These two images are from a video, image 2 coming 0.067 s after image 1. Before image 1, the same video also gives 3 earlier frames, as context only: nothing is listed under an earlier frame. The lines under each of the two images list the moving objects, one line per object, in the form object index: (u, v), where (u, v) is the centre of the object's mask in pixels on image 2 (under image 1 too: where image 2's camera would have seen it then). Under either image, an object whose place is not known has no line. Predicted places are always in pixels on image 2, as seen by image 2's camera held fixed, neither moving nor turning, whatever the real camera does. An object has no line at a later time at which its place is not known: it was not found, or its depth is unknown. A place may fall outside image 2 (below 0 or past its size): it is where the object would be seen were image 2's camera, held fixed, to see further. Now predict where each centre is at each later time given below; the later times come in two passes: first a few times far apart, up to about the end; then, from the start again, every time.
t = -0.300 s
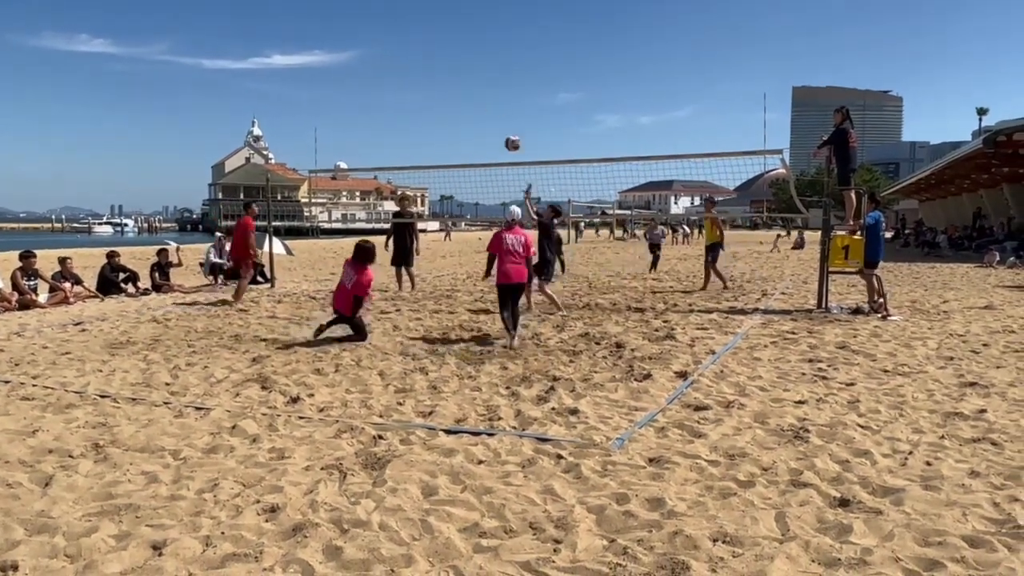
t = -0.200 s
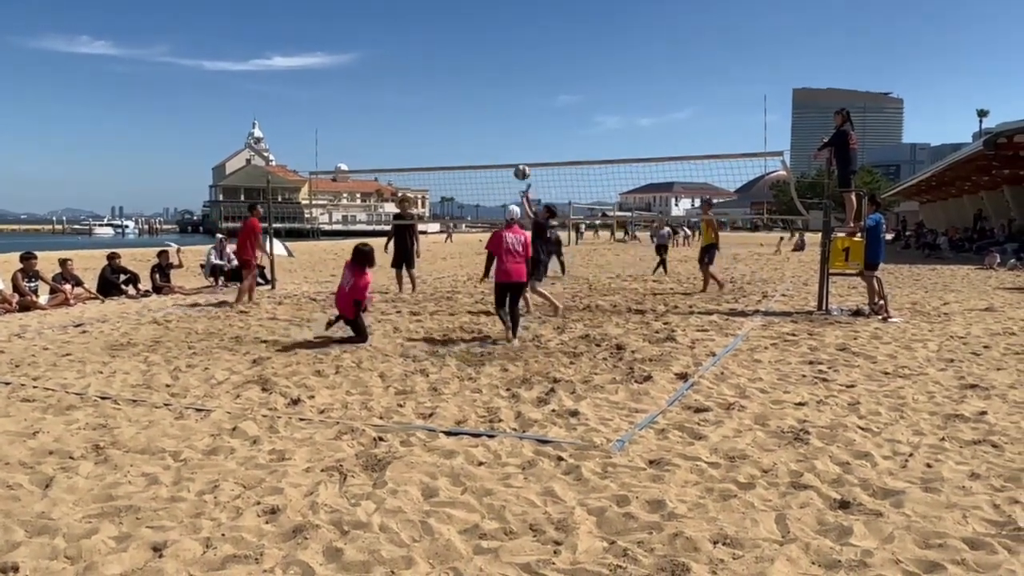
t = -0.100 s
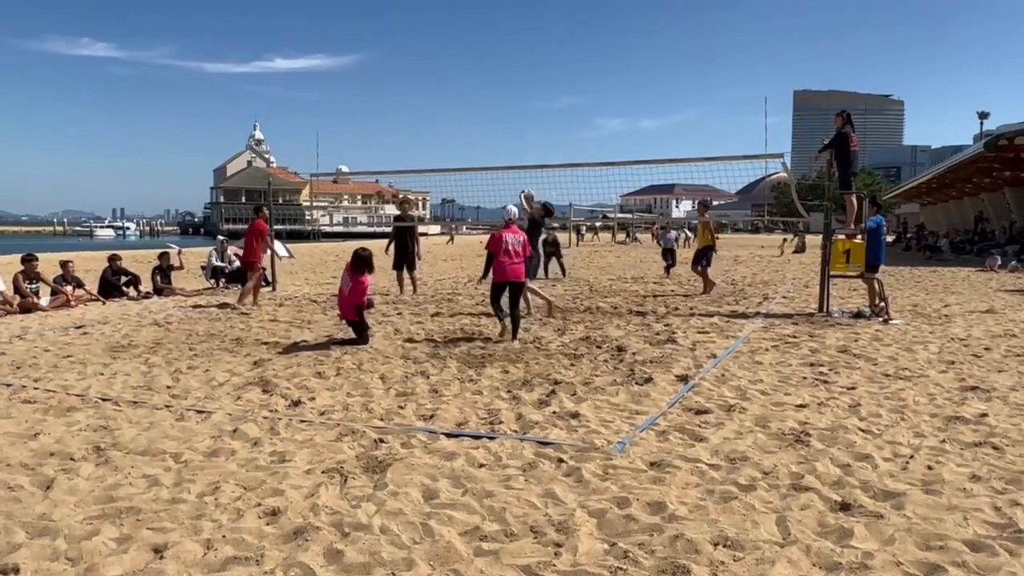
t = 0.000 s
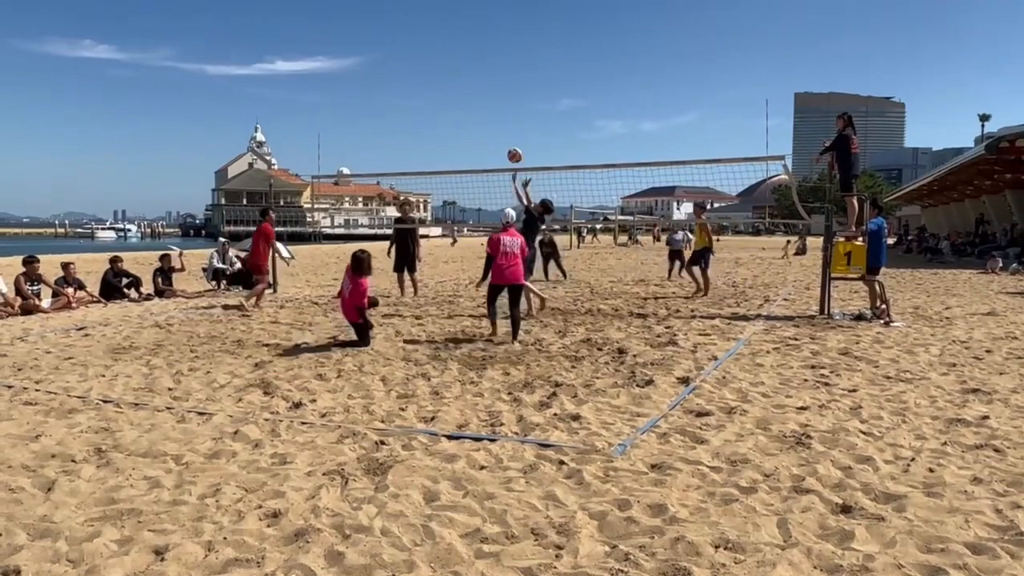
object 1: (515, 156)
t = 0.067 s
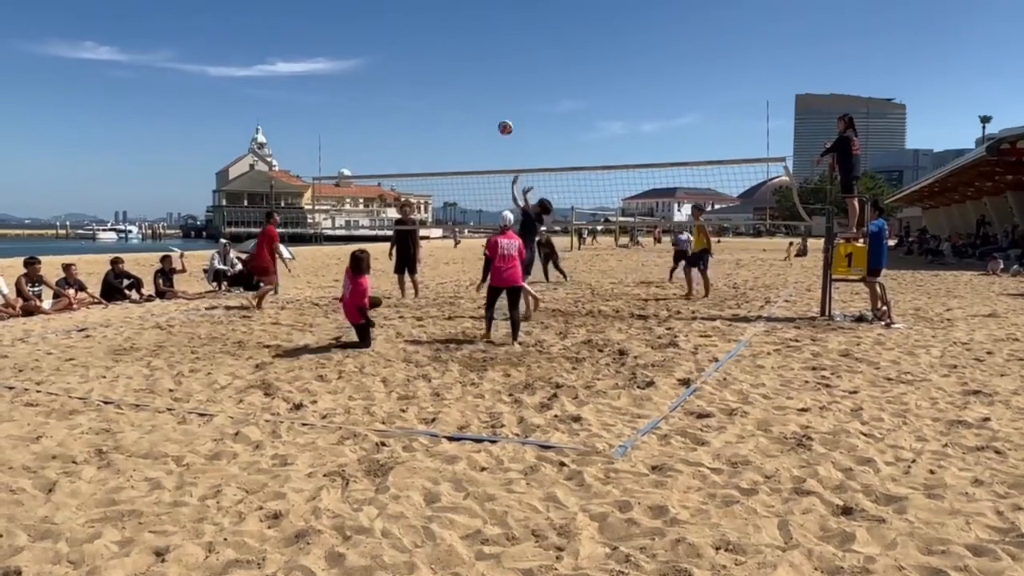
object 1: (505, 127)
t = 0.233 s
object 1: (481, 70)
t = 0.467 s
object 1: (452, 26)
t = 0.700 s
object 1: (423, 19)
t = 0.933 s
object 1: (397, 48)
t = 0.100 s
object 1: (500, 114)
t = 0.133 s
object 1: (495, 102)
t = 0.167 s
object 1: (491, 90)
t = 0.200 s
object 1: (486, 80)
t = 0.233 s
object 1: (481, 70)
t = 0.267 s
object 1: (477, 61)
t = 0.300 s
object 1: (473, 53)
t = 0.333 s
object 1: (468, 46)
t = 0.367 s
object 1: (464, 40)
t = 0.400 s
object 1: (460, 34)
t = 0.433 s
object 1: (456, 29)
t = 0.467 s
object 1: (452, 26)
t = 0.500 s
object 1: (447, 23)
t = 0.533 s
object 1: (443, 20)
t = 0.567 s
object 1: (439, 19)
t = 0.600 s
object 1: (436, 18)
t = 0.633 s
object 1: (431, 18)
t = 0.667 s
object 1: (427, 18)
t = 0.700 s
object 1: (423, 19)
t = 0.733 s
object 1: (420, 22)
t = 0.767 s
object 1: (416, 24)
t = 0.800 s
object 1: (412, 28)
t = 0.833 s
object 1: (408, 32)
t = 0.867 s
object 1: (404, 36)
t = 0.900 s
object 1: (400, 42)
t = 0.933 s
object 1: (397, 48)
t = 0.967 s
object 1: (393, 54)
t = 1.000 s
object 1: (389, 61)
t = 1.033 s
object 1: (386, 69)
